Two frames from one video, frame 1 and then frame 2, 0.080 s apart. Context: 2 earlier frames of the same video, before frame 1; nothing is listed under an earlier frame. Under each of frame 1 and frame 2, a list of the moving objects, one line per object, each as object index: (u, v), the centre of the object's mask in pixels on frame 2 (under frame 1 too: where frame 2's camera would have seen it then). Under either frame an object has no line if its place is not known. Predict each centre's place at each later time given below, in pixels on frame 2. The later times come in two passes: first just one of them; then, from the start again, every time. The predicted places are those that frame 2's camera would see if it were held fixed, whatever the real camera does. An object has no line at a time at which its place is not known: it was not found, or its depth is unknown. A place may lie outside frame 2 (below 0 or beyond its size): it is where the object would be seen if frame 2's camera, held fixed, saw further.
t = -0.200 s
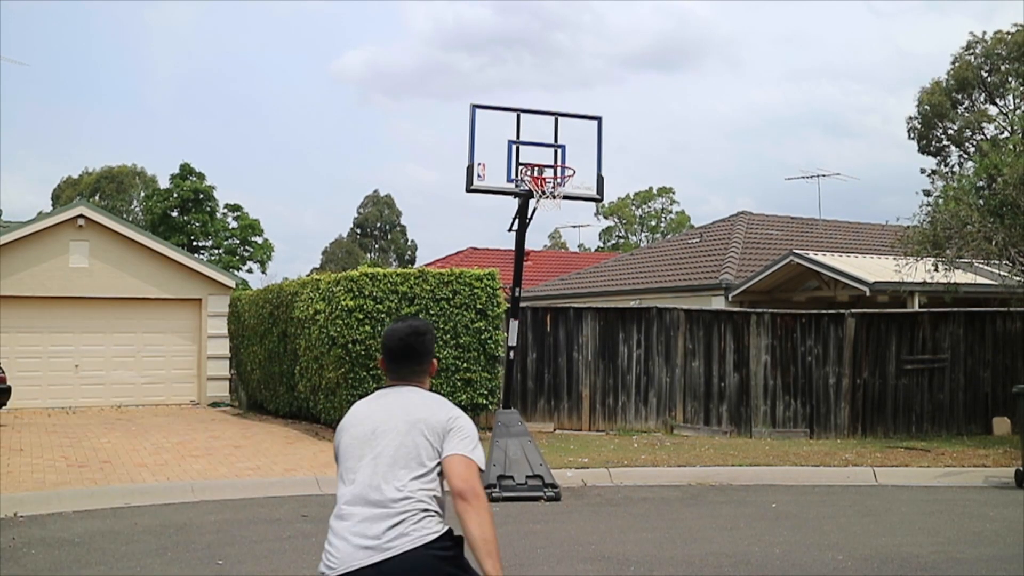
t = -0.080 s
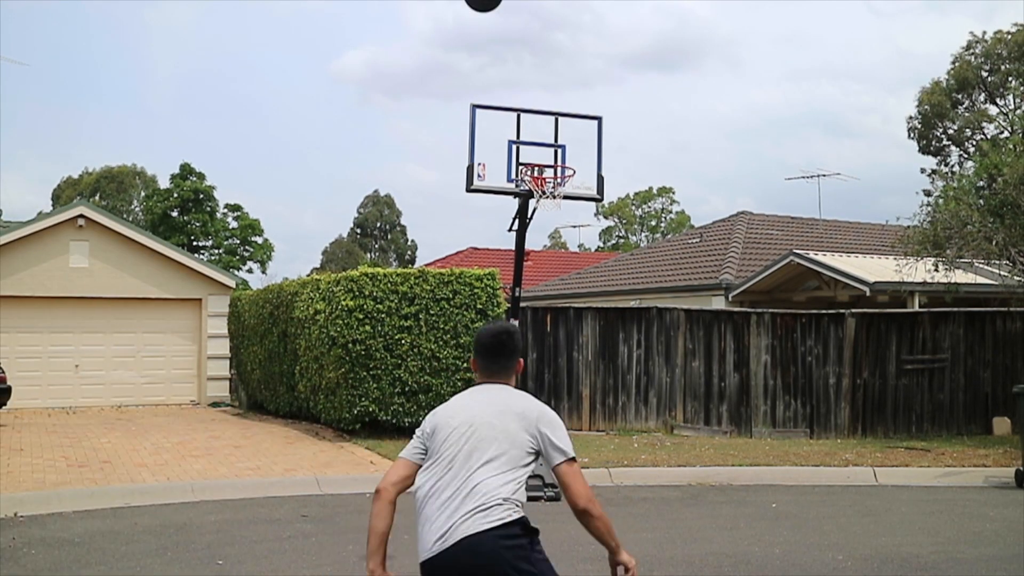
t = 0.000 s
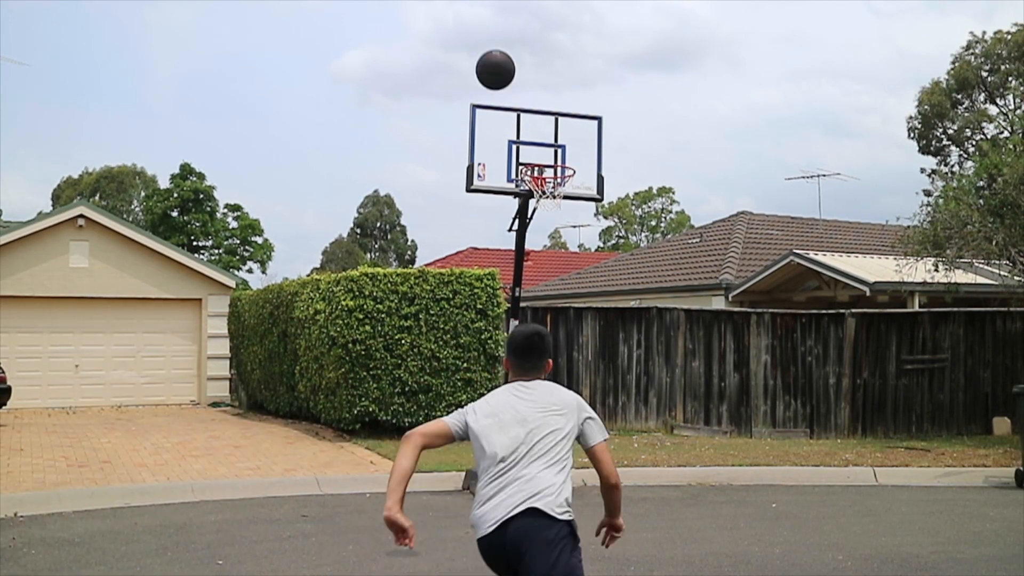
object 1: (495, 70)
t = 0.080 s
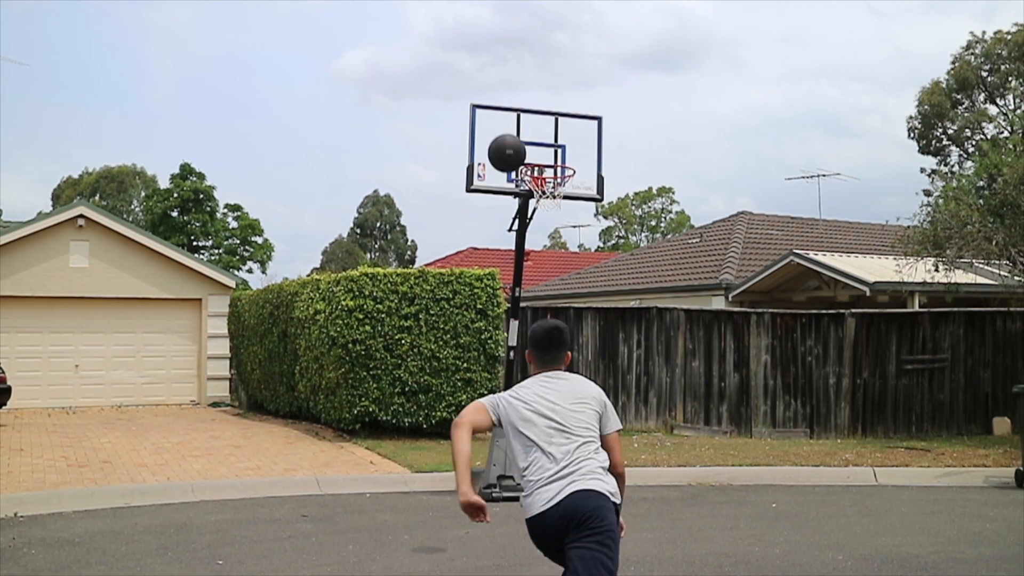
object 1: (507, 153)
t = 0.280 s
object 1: (533, 379)
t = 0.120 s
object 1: (512, 196)
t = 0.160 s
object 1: (518, 240)
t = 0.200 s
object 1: (523, 286)
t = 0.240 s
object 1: (528, 332)
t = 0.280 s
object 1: (533, 379)
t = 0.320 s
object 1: (537, 426)
